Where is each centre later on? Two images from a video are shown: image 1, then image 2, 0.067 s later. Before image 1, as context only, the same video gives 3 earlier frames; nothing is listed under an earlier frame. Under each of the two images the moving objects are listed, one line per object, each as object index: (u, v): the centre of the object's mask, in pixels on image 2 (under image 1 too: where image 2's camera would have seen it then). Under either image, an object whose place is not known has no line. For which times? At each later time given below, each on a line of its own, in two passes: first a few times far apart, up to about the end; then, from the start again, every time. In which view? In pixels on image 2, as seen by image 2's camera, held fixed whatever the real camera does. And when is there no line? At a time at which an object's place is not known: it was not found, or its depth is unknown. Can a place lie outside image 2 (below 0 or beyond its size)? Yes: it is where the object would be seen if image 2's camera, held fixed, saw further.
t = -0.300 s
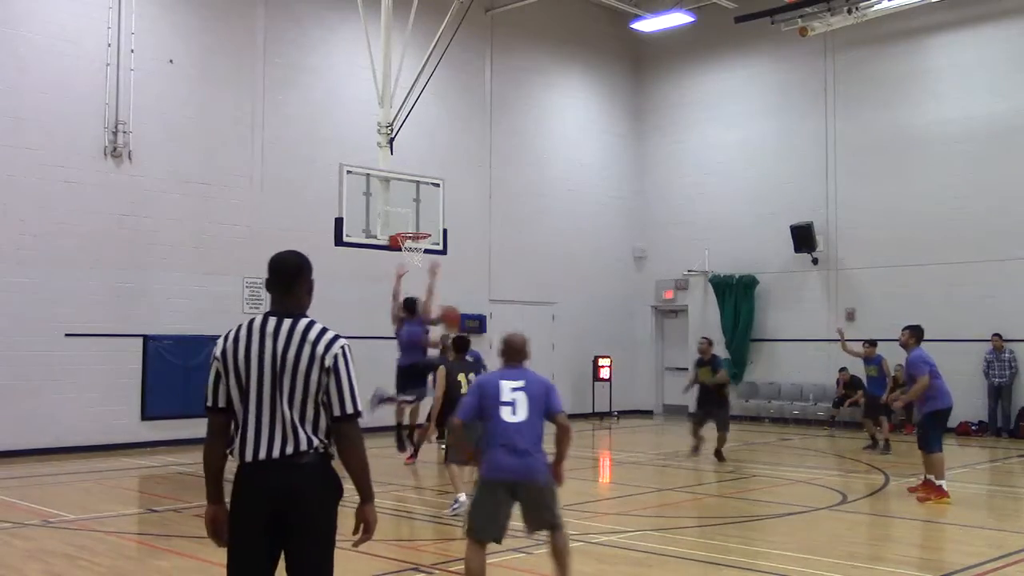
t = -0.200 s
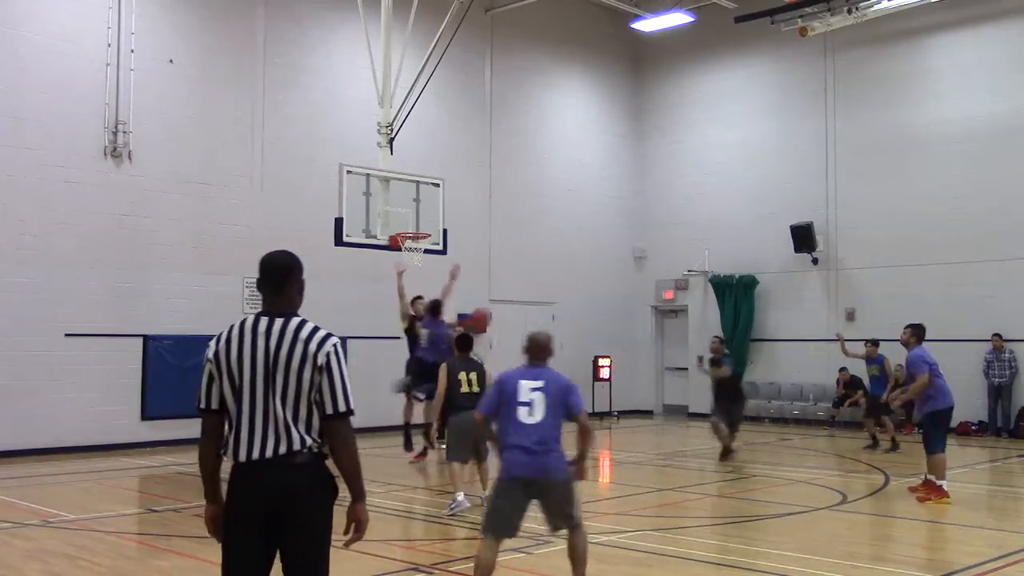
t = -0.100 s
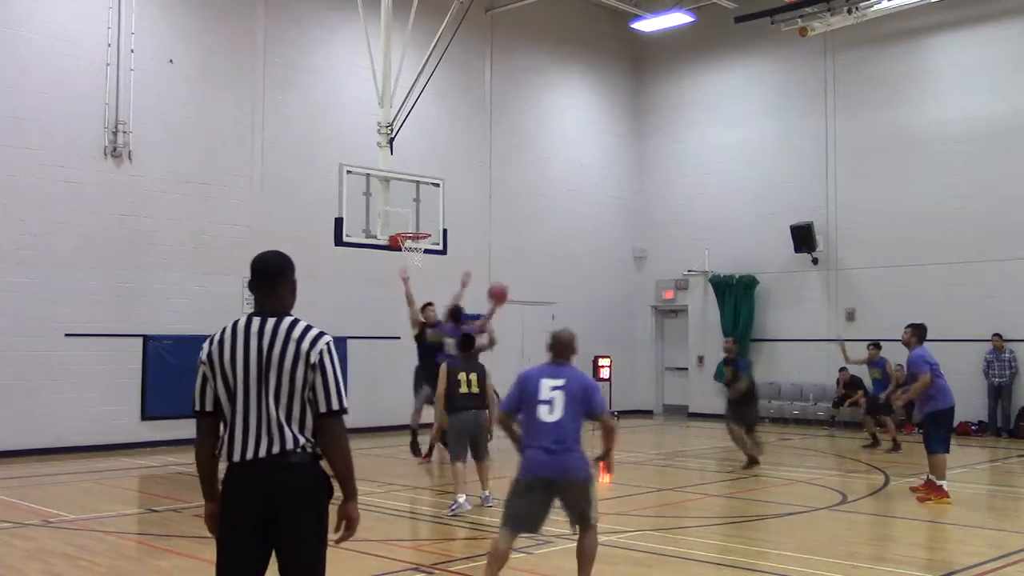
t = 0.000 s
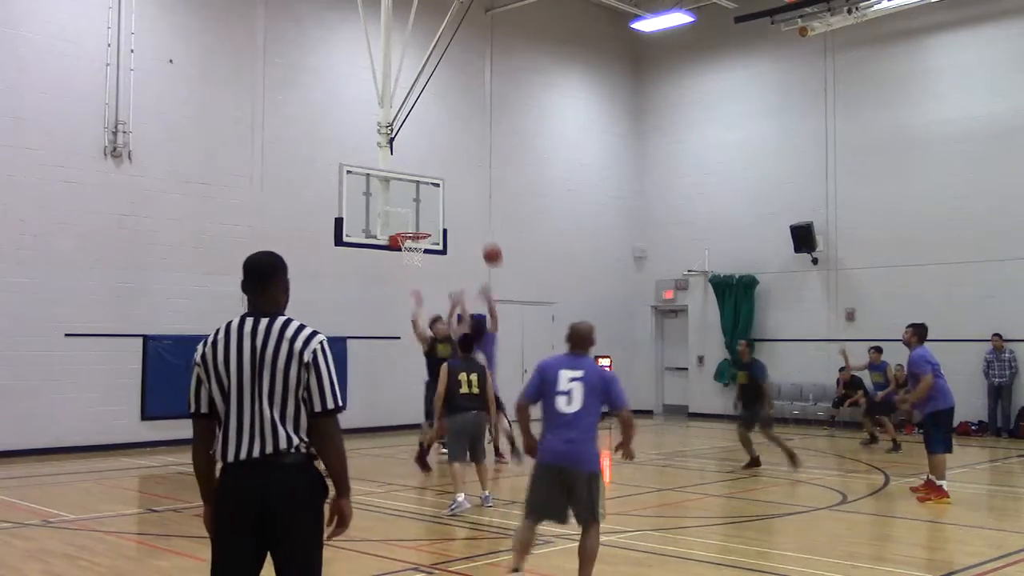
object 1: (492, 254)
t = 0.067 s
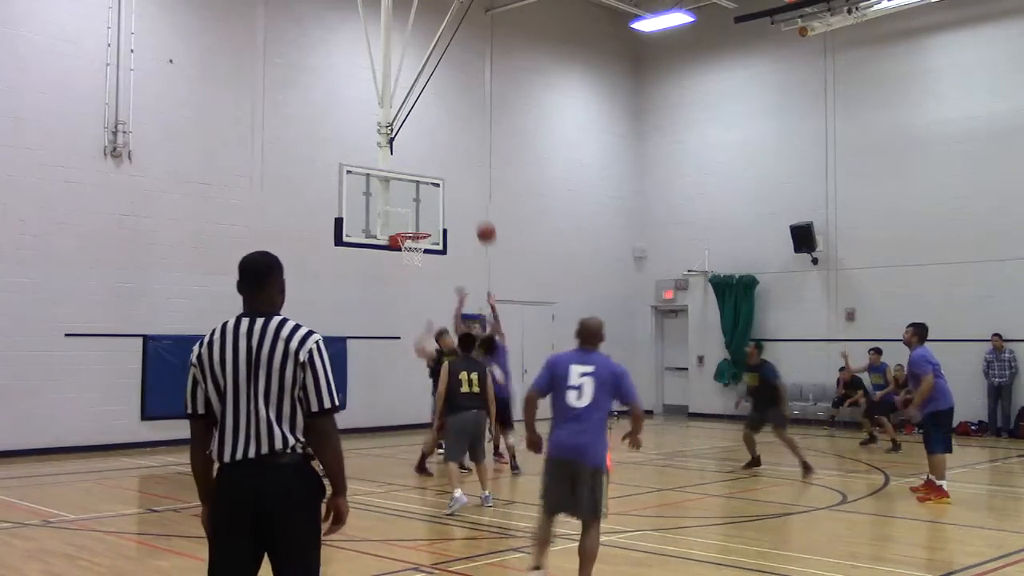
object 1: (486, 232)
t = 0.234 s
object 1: (471, 196)
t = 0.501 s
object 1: (449, 185)
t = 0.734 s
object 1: (431, 216)
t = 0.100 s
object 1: (483, 223)
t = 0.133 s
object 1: (480, 215)
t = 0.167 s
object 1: (477, 208)
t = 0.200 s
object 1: (474, 202)
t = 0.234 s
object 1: (471, 196)
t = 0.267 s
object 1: (468, 192)
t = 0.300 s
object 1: (465, 189)
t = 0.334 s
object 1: (462, 186)
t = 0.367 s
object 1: (459, 184)
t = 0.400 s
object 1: (457, 184)
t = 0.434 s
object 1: (454, 184)
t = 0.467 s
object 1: (451, 184)
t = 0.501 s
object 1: (449, 185)
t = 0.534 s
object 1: (446, 188)
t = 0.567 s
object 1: (443, 191)
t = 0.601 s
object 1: (441, 194)
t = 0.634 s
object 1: (438, 199)
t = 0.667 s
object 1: (436, 204)
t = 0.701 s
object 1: (433, 210)
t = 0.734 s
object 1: (431, 216)
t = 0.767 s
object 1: (435, 222)
